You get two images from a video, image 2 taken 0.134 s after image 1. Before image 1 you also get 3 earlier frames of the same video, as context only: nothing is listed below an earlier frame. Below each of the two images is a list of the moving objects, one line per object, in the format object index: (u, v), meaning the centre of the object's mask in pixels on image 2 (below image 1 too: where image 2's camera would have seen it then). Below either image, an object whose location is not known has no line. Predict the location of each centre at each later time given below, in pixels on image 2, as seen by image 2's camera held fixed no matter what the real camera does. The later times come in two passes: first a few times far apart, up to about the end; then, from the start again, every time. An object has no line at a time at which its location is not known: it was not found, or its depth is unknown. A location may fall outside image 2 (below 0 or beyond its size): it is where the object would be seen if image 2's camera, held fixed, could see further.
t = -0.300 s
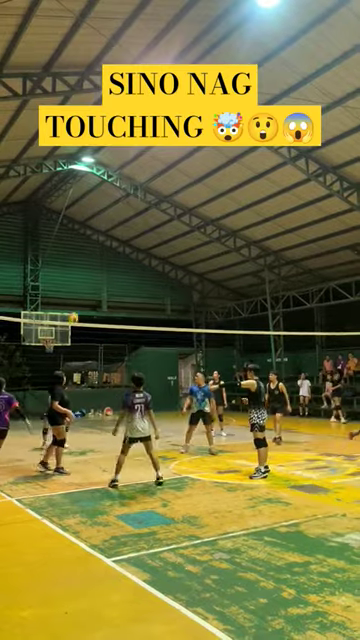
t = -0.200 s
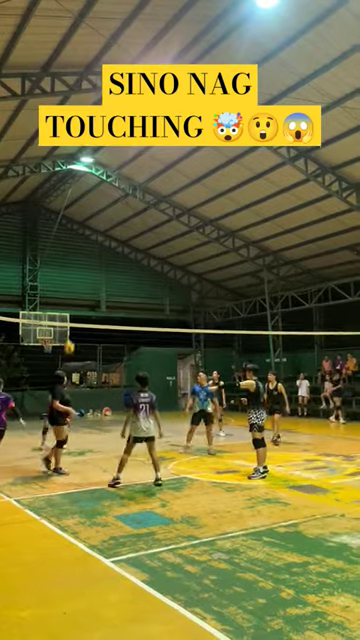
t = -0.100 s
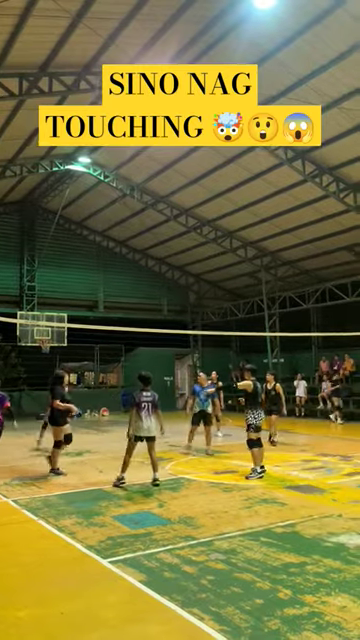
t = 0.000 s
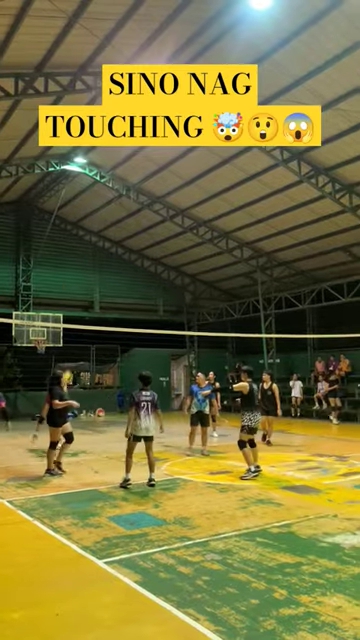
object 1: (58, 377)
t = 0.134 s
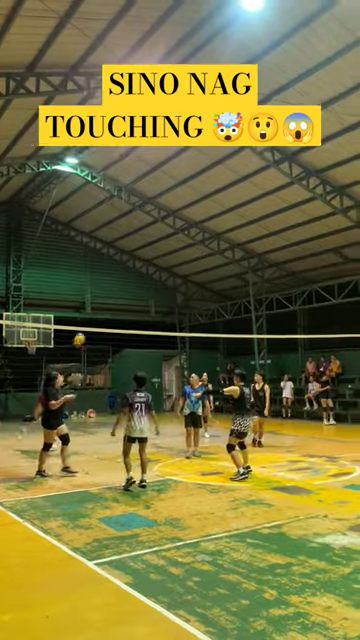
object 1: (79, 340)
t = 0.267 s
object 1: (102, 307)
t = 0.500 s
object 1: (149, 267)
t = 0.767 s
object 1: (216, 253)
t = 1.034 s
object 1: (309, 293)
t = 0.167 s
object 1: (84, 331)
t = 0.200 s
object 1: (90, 322)
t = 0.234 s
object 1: (96, 314)
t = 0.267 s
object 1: (102, 307)
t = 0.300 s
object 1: (107, 300)
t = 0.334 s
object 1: (114, 293)
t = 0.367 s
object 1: (120, 287)
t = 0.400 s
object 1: (127, 281)
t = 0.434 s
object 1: (134, 276)
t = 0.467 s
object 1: (141, 271)
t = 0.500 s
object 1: (149, 267)
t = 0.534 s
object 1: (156, 263)
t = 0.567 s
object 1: (163, 260)
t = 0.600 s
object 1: (171, 257)
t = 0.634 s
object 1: (180, 254)
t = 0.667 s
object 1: (188, 253)
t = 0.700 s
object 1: (198, 252)
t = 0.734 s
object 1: (207, 252)
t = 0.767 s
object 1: (216, 253)
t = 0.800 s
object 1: (226, 254)
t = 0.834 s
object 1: (238, 256)
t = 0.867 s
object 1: (249, 259)
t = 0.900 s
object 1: (259, 265)
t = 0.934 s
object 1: (274, 269)
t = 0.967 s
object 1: (284, 276)
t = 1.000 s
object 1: (298, 284)
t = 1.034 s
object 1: (309, 293)
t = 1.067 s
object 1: (326, 303)
